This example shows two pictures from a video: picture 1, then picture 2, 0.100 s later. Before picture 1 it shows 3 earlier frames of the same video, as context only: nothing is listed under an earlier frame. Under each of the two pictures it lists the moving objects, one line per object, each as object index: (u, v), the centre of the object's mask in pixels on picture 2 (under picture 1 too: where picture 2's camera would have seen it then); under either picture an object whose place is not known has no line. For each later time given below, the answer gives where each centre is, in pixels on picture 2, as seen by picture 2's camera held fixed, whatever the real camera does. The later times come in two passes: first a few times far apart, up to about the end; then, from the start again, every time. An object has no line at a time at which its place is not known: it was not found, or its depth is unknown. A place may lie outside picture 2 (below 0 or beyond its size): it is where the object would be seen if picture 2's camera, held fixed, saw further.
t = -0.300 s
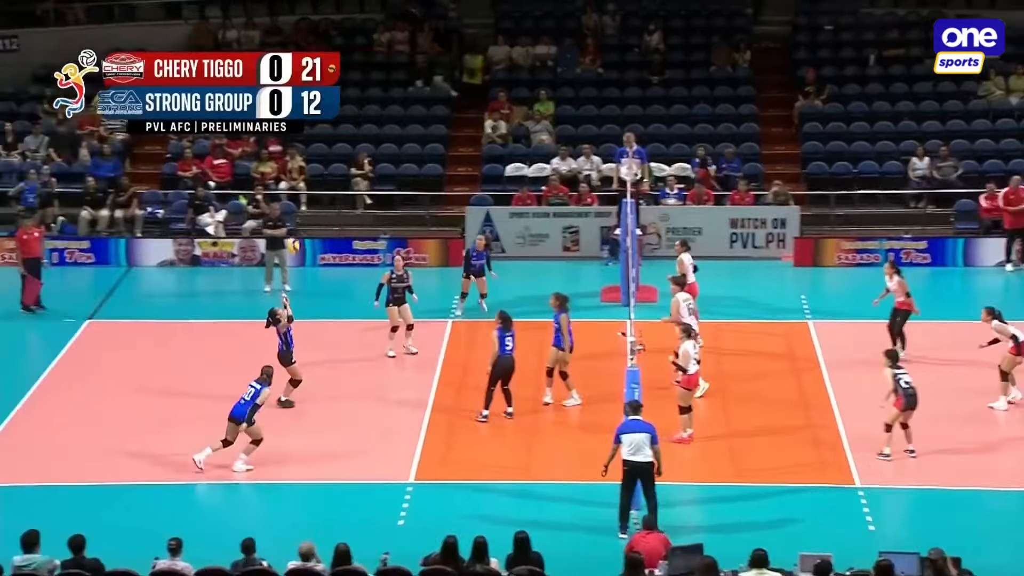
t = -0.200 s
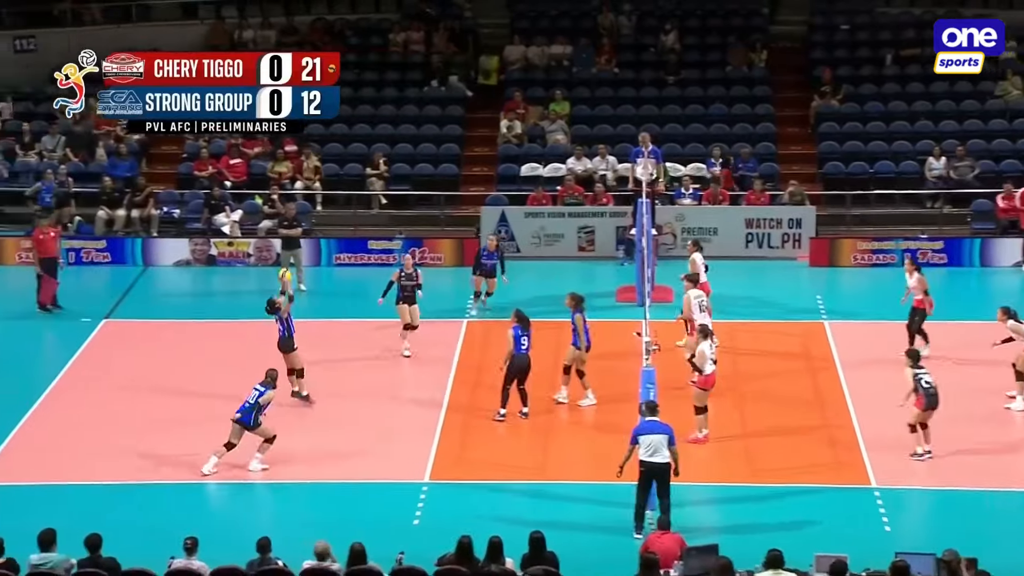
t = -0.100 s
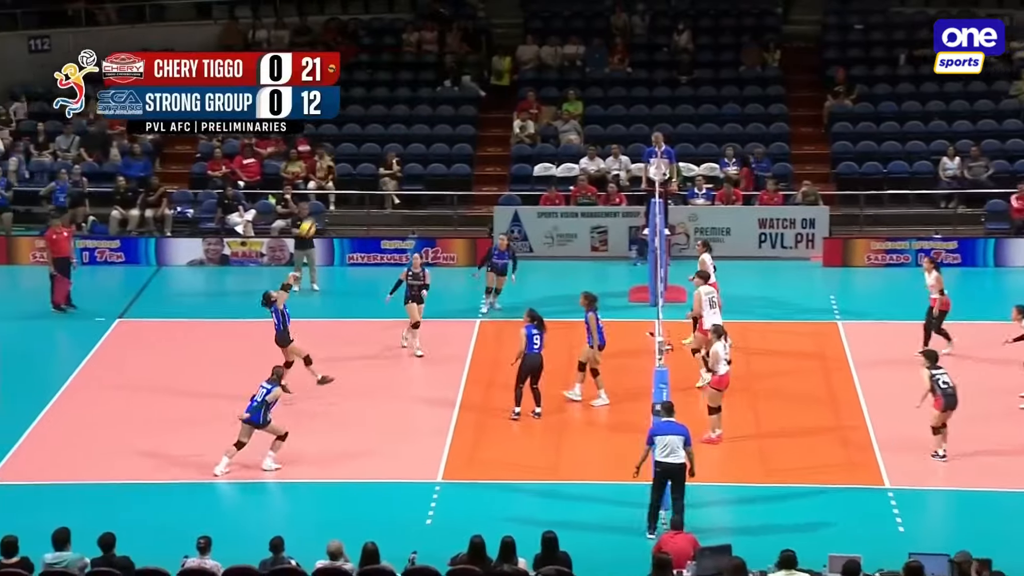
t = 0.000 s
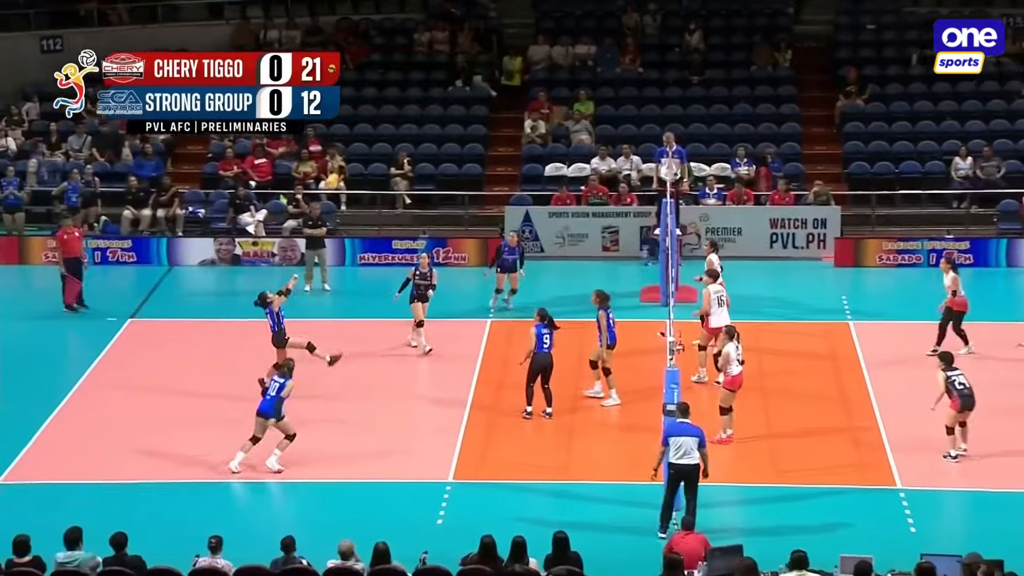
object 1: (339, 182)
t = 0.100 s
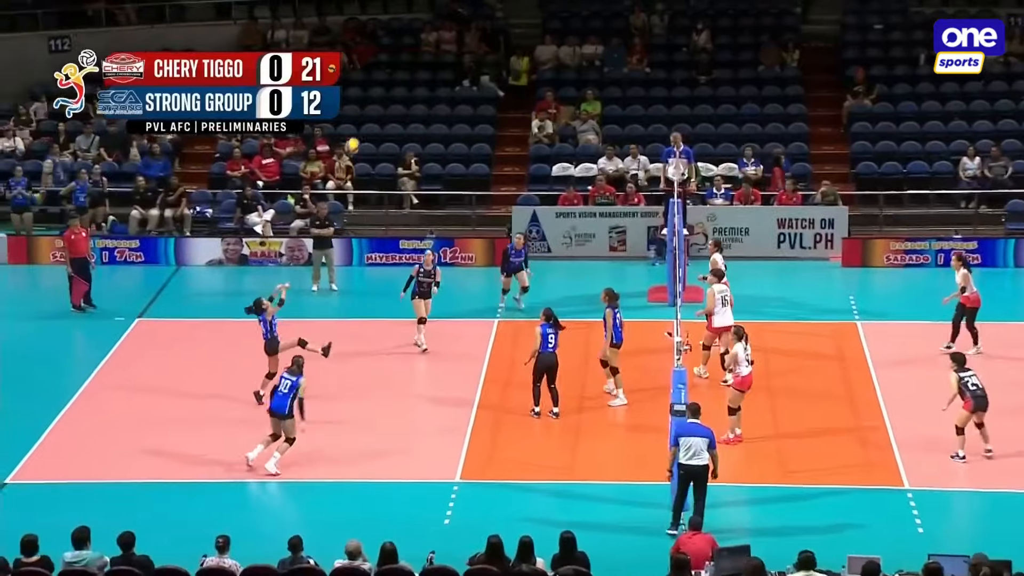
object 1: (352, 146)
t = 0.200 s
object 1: (365, 117)
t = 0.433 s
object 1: (393, 74)
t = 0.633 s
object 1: (416, 66)
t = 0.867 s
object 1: (441, 89)
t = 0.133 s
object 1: (357, 135)
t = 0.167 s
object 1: (361, 125)
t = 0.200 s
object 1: (365, 117)
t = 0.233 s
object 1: (370, 108)
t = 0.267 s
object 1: (374, 101)
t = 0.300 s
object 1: (378, 94)
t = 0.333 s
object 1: (382, 88)
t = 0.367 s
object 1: (386, 83)
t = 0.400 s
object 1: (389, 78)
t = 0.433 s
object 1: (393, 74)
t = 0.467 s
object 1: (397, 71)
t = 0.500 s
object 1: (401, 69)
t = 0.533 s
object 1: (405, 67)
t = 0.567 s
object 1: (408, 66)
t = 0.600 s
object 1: (412, 66)
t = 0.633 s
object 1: (416, 66)
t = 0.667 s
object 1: (419, 68)
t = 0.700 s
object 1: (423, 70)
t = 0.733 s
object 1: (427, 72)
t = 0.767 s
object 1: (430, 76)
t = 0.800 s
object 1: (434, 80)
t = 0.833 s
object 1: (438, 84)
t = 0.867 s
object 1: (441, 89)
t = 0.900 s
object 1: (445, 95)
